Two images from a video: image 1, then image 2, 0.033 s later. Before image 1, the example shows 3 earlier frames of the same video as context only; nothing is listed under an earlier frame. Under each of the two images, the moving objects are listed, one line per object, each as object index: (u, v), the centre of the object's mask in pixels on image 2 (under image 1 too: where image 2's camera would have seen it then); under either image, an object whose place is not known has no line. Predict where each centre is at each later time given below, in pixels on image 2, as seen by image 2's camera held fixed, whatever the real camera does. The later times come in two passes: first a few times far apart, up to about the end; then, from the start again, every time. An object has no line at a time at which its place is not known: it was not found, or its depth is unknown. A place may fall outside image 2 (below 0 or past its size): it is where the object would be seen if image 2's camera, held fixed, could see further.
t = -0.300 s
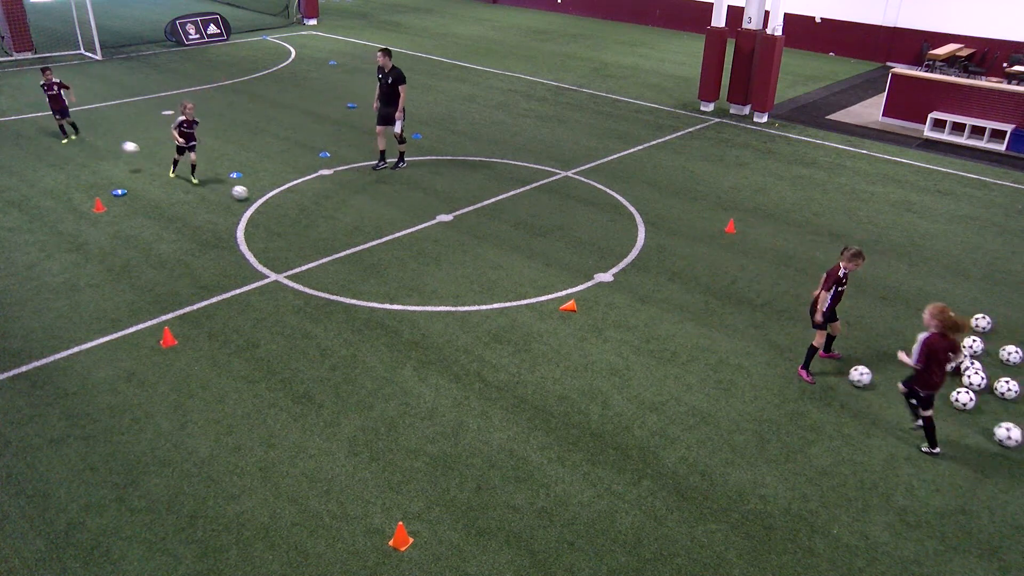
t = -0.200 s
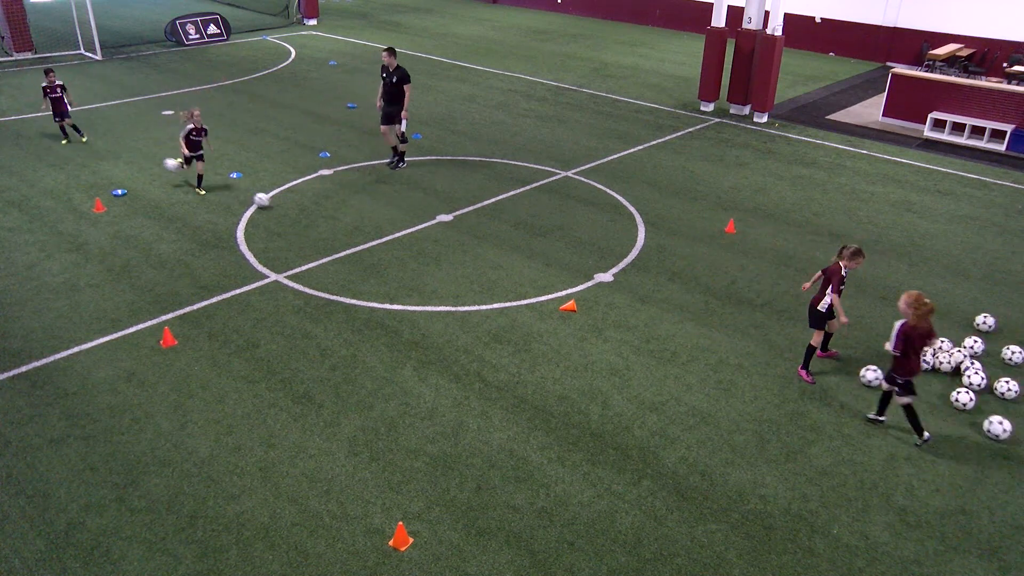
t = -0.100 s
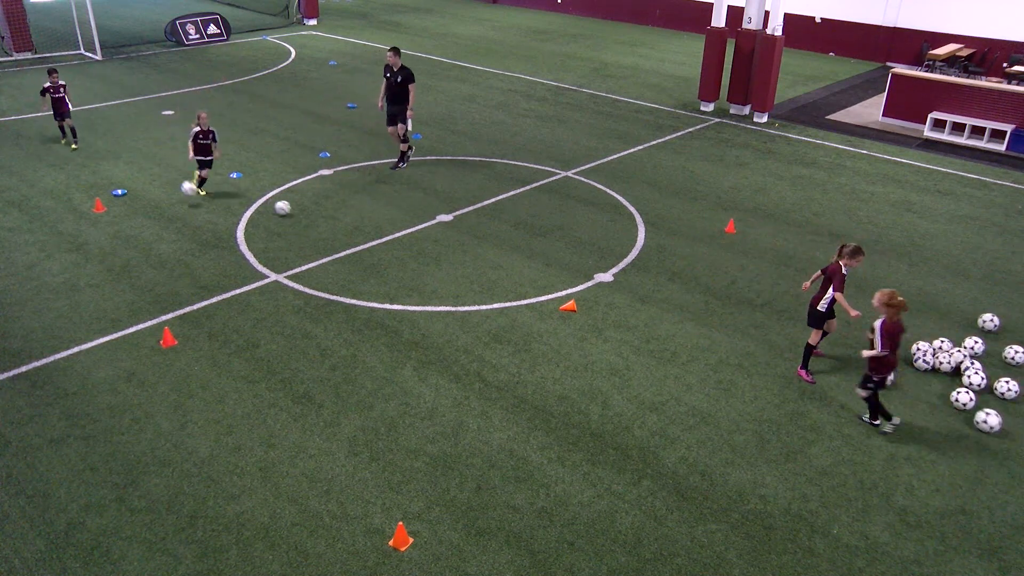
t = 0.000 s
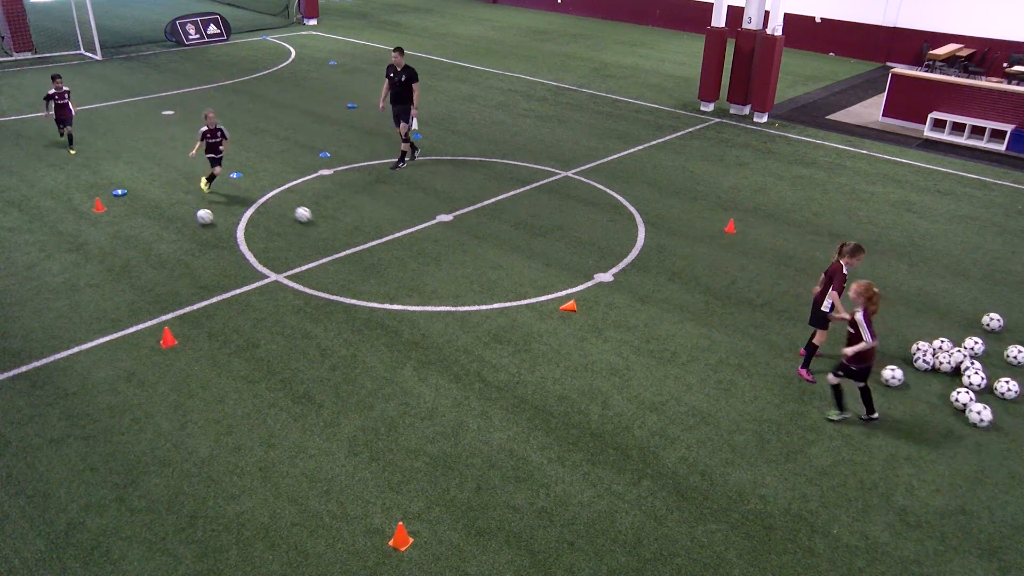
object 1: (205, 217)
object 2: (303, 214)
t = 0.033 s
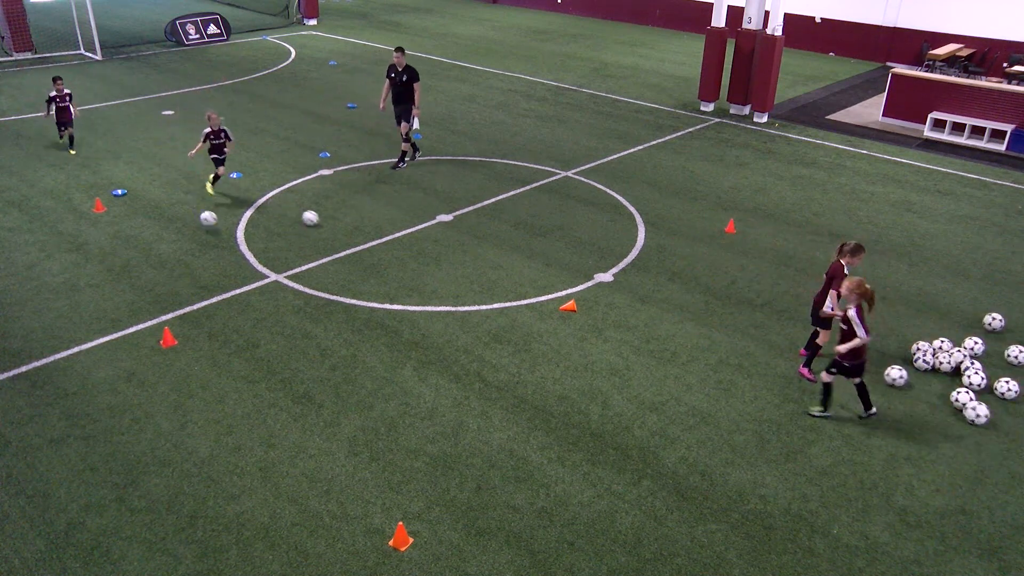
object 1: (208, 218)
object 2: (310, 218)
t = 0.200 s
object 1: (228, 242)
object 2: (347, 230)
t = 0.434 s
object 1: (261, 287)
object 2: (400, 249)
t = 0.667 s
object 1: (295, 337)
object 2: (458, 268)
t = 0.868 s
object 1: (332, 386)
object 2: (511, 286)
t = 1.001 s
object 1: (361, 427)
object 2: (548, 298)
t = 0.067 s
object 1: (211, 221)
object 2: (317, 220)
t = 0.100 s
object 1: (215, 224)
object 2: (325, 222)
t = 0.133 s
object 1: (220, 229)
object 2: (332, 225)
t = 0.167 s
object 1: (224, 235)
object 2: (339, 228)
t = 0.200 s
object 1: (228, 242)
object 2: (347, 230)
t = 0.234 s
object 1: (233, 250)
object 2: (354, 232)
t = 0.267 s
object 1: (239, 260)
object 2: (361, 235)
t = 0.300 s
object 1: (245, 269)
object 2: (369, 239)
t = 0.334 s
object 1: (249, 275)
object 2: (376, 241)
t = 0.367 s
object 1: (253, 278)
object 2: (384, 243)
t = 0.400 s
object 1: (256, 282)
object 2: (392, 247)
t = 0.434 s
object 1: (261, 287)
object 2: (400, 249)
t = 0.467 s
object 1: (265, 293)
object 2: (408, 252)
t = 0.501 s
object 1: (269, 300)
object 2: (416, 255)
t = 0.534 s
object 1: (274, 308)
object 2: (424, 257)
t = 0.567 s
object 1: (280, 318)
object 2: (433, 260)
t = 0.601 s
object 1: (285, 326)
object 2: (441, 263)
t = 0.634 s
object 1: (290, 331)
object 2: (449, 266)
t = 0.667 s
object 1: (295, 337)
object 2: (458, 268)
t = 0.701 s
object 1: (301, 345)
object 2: (466, 271)
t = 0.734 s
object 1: (307, 353)
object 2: (475, 274)
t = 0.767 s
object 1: (313, 363)
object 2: (484, 277)
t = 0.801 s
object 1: (320, 373)
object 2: (493, 280)
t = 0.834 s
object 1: (326, 379)
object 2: (502, 283)
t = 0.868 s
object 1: (332, 386)
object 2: (511, 286)
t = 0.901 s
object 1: (339, 395)
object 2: (520, 289)
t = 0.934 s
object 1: (345, 404)
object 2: (529, 291)
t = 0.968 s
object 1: (353, 415)
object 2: (538, 295)
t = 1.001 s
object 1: (361, 427)
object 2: (548, 298)
